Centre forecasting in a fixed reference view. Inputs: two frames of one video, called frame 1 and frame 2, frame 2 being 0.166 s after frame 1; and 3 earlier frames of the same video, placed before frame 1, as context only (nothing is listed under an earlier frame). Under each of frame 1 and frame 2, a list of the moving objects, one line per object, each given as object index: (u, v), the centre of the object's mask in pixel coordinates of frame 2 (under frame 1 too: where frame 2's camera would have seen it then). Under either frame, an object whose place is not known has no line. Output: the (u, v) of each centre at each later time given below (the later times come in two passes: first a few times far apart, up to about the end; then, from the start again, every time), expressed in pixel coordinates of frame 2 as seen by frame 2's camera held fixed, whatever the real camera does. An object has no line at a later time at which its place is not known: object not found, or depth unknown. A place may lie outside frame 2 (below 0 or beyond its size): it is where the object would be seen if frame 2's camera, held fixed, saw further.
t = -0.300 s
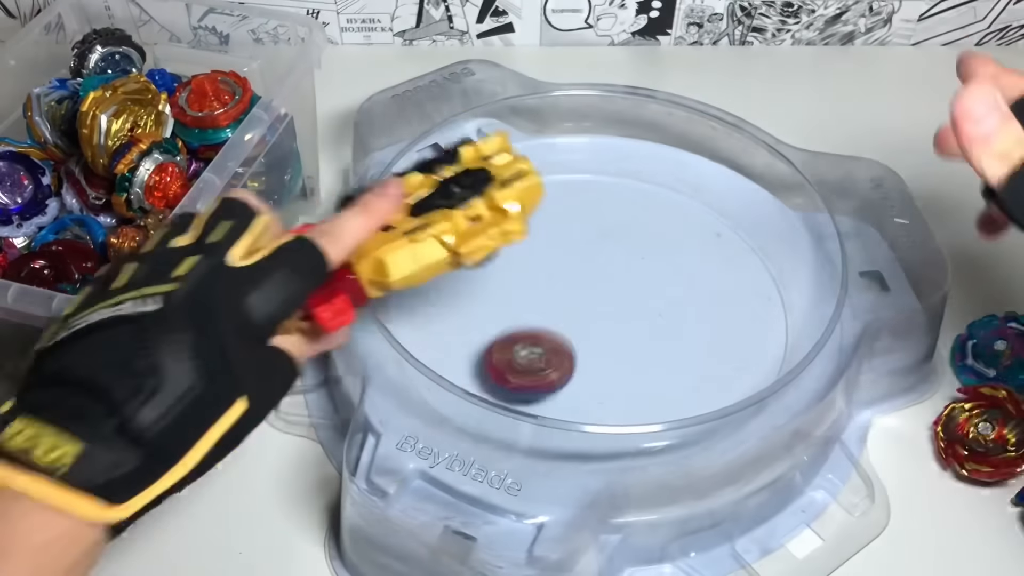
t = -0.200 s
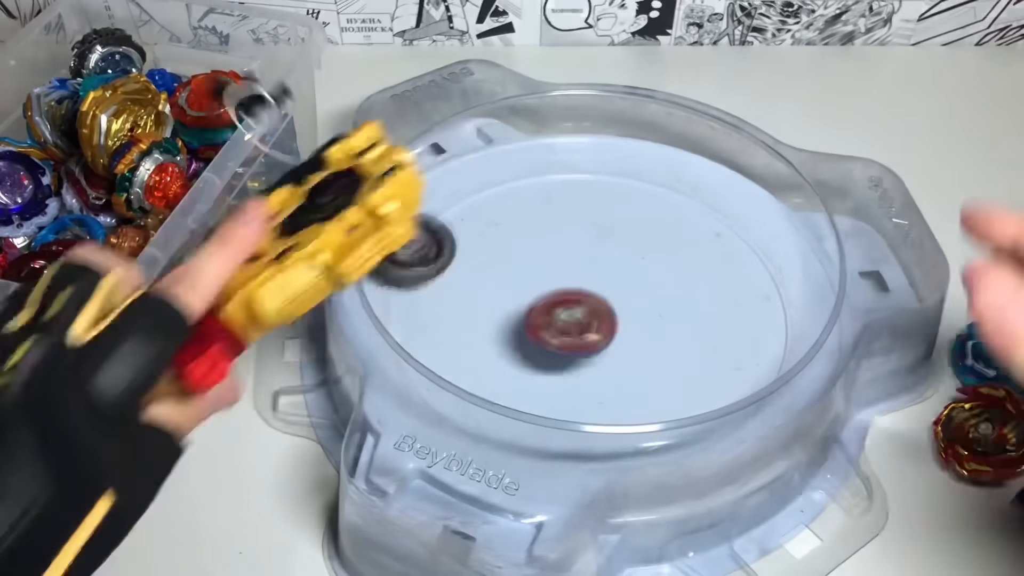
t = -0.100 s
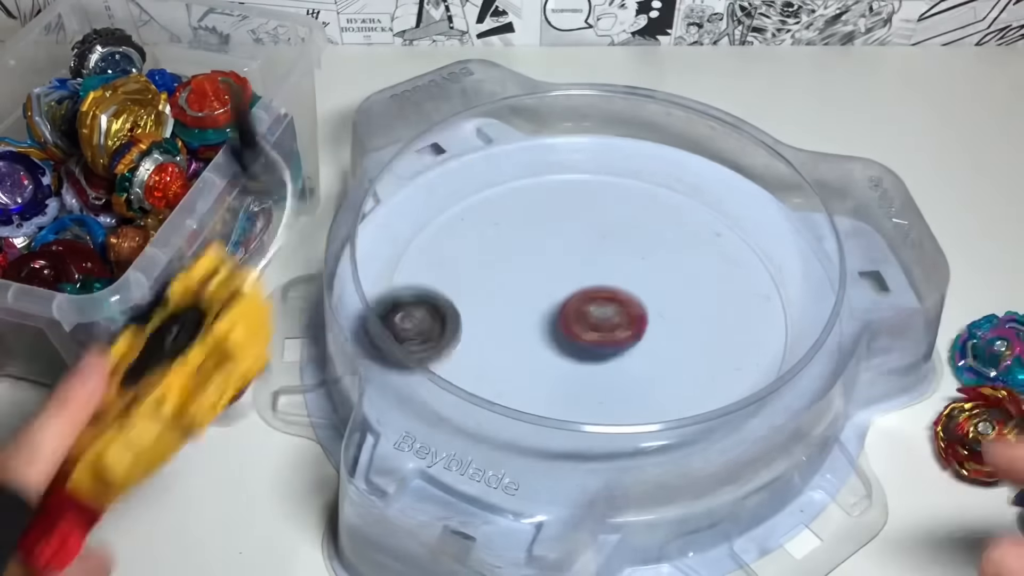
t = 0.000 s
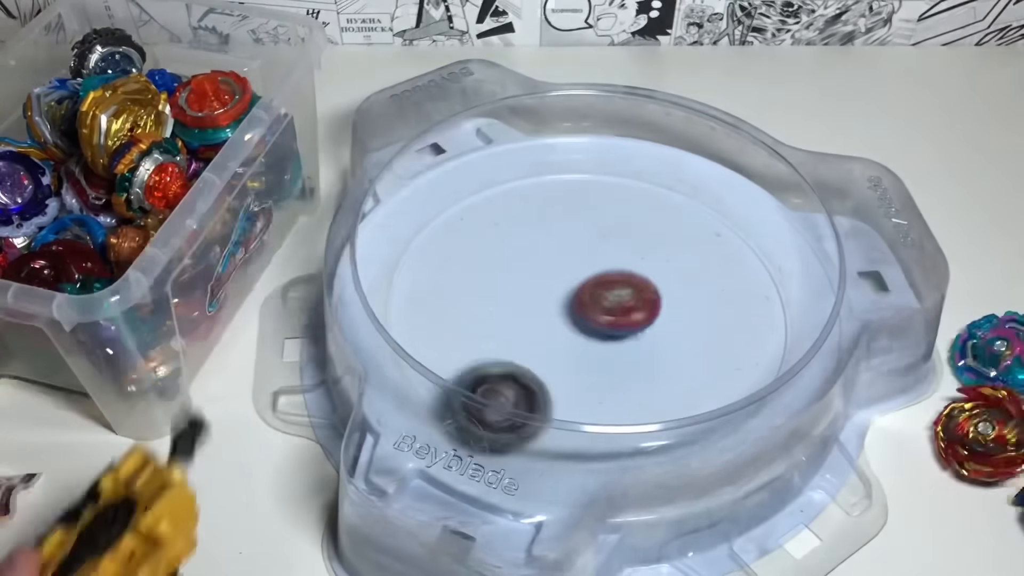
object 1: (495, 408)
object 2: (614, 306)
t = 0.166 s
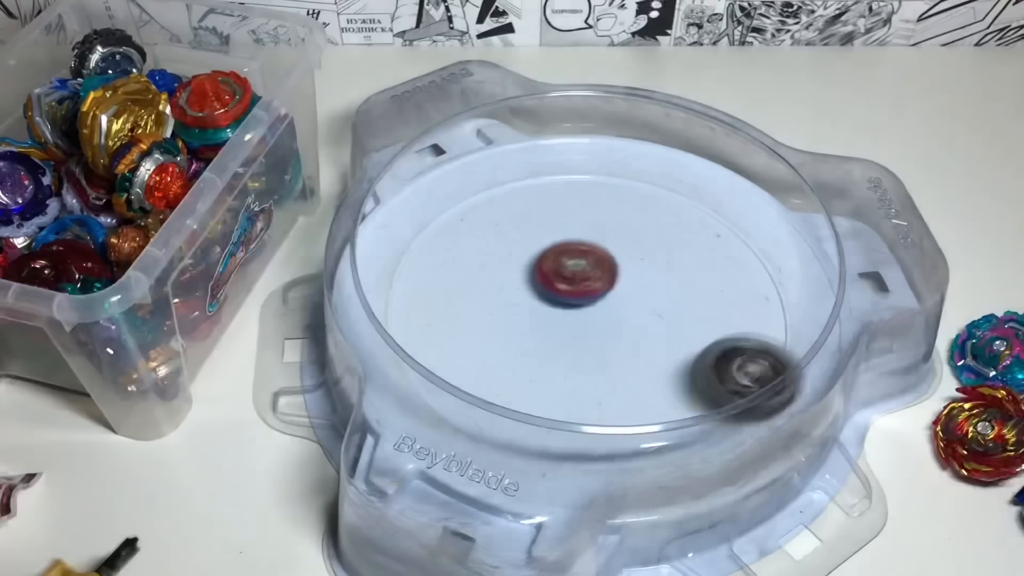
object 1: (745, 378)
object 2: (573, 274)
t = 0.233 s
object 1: (776, 301)
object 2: (539, 273)
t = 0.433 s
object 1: (563, 160)
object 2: (479, 331)
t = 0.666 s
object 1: (388, 344)
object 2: (632, 383)
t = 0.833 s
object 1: (586, 448)
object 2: (699, 293)
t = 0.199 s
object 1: (769, 340)
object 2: (556, 272)
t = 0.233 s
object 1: (776, 301)
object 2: (539, 273)
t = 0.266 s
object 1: (766, 261)
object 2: (522, 276)
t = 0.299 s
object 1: (742, 226)
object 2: (506, 282)
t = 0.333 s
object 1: (707, 197)
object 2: (493, 291)
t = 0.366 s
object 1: (663, 174)
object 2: (484, 302)
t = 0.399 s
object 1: (616, 162)
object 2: (479, 316)
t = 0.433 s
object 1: (563, 160)
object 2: (479, 331)
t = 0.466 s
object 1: (512, 165)
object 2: (486, 347)
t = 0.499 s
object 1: (465, 180)
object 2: (499, 362)
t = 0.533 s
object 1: (421, 201)
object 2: (520, 374)
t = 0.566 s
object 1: (390, 227)
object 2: (545, 382)
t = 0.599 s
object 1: (374, 264)
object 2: (573, 387)
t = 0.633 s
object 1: (370, 302)
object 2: (603, 387)
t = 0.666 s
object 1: (388, 344)
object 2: (632, 383)
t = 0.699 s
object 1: (414, 384)
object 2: (658, 370)
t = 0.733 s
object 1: (454, 420)
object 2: (678, 354)
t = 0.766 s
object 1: (503, 453)
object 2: (691, 334)
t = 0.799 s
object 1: (563, 468)
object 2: (698, 313)
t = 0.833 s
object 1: (586, 448)
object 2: (699, 293)
